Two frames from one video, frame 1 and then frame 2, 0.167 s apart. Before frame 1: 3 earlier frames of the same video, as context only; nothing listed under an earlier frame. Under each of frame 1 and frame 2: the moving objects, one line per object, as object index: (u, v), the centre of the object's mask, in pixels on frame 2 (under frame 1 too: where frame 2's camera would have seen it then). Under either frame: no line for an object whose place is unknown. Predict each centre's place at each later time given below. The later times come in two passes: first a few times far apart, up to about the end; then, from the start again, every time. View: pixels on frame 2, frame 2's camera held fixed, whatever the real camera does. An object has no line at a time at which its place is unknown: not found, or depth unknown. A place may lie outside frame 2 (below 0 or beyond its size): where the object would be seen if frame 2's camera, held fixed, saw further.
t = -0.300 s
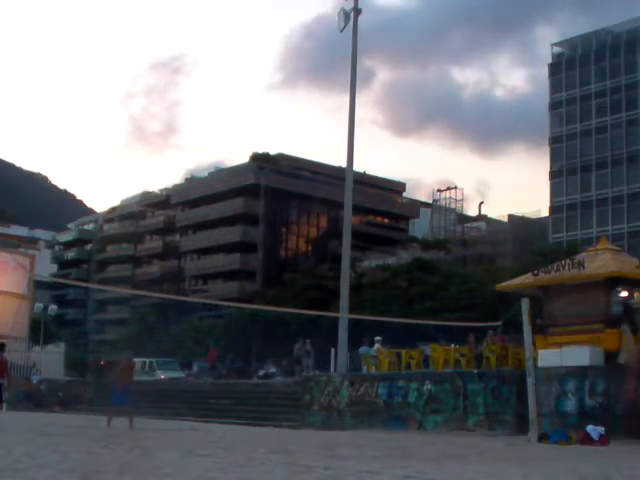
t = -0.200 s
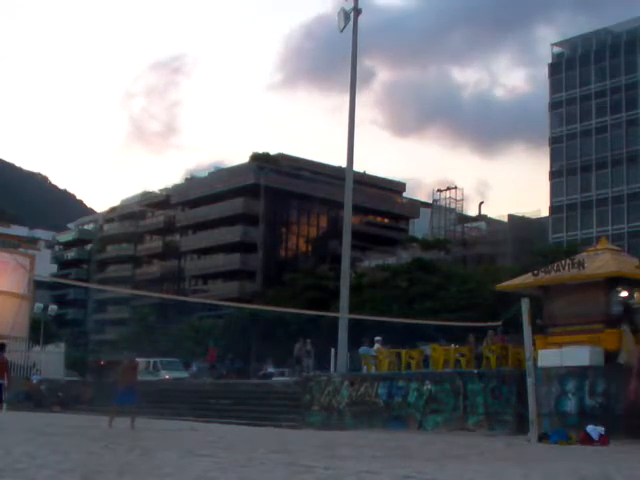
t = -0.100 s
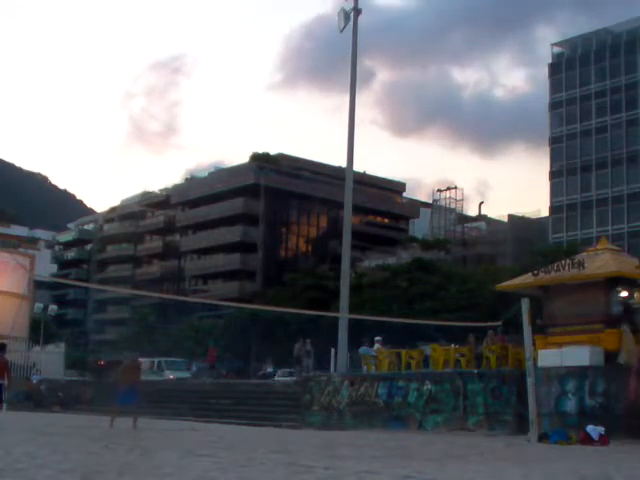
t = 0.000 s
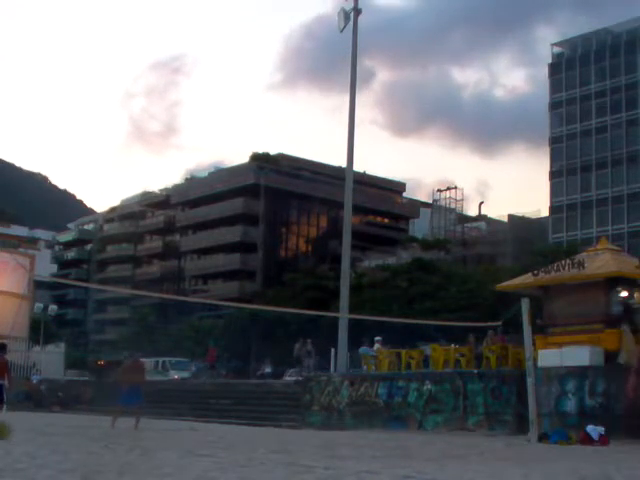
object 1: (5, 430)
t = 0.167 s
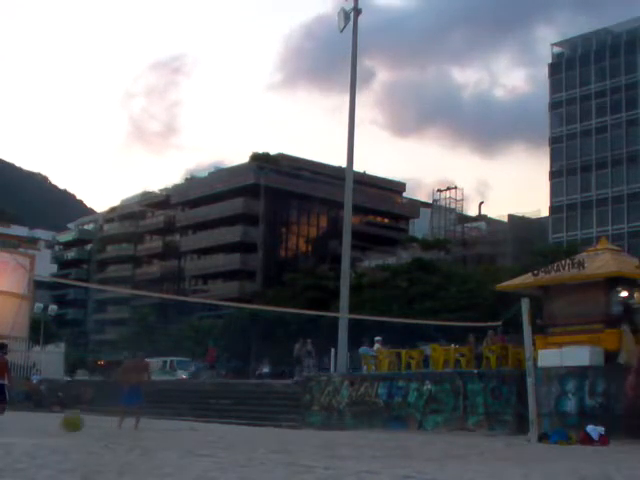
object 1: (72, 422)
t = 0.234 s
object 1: (103, 422)
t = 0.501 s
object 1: (224, 451)
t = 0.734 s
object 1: (328, 454)
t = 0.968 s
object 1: (429, 464)
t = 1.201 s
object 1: (527, 468)
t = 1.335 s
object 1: (579, 468)
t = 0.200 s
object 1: (86, 422)
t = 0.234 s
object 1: (103, 422)
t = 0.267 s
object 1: (117, 425)
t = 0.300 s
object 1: (132, 429)
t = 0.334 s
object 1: (147, 436)
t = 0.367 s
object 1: (163, 443)
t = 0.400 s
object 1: (180, 447)
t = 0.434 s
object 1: (194, 448)
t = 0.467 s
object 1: (210, 449)
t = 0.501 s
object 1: (224, 451)
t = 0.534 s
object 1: (241, 452)
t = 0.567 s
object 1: (255, 453)
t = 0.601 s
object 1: (271, 454)
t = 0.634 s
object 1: (284, 456)
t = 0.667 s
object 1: (301, 456)
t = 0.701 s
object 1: (314, 455)
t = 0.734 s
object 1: (328, 454)
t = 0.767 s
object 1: (343, 454)
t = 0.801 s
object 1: (356, 455)
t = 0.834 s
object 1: (371, 459)
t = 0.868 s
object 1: (386, 461)
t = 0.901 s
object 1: (401, 462)
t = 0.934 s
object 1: (415, 464)
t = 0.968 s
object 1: (429, 464)
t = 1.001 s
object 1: (444, 467)
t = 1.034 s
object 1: (458, 467)
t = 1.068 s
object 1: (472, 467)
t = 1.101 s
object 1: (486, 468)
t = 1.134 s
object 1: (500, 469)
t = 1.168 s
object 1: (513, 468)
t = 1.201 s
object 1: (527, 468)
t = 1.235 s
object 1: (539, 466)
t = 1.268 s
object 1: (553, 466)
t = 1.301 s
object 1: (566, 468)
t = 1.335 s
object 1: (579, 468)
